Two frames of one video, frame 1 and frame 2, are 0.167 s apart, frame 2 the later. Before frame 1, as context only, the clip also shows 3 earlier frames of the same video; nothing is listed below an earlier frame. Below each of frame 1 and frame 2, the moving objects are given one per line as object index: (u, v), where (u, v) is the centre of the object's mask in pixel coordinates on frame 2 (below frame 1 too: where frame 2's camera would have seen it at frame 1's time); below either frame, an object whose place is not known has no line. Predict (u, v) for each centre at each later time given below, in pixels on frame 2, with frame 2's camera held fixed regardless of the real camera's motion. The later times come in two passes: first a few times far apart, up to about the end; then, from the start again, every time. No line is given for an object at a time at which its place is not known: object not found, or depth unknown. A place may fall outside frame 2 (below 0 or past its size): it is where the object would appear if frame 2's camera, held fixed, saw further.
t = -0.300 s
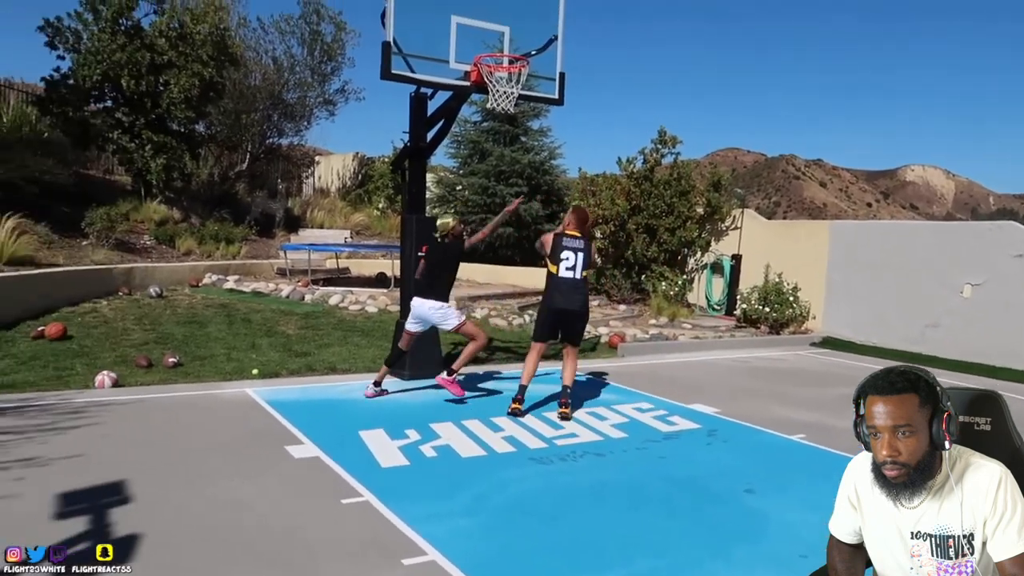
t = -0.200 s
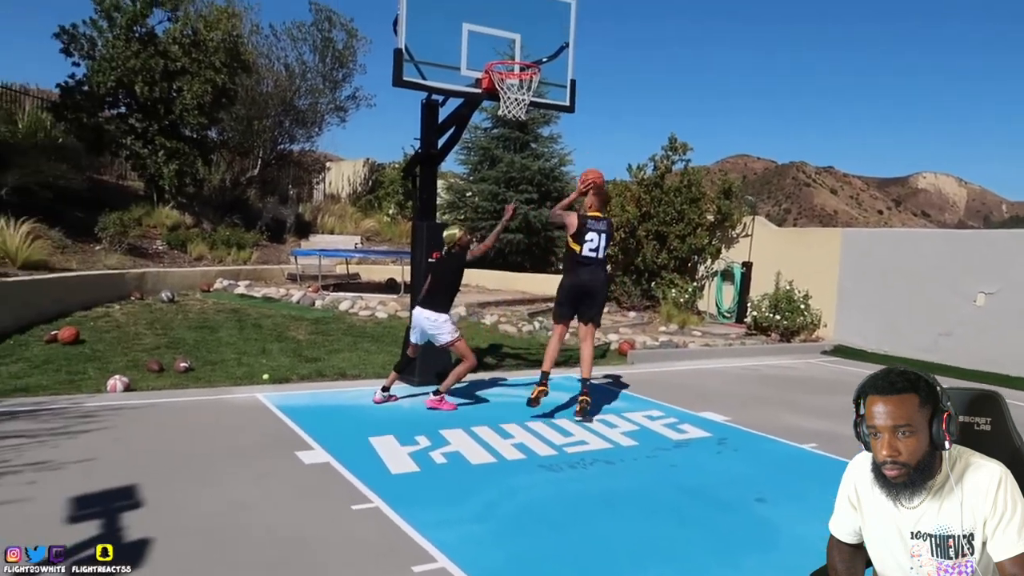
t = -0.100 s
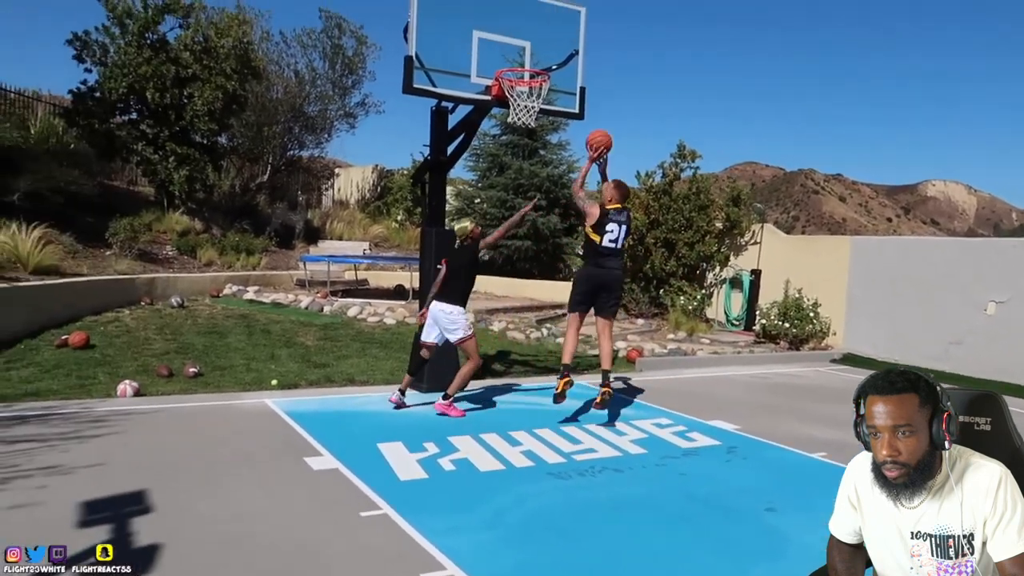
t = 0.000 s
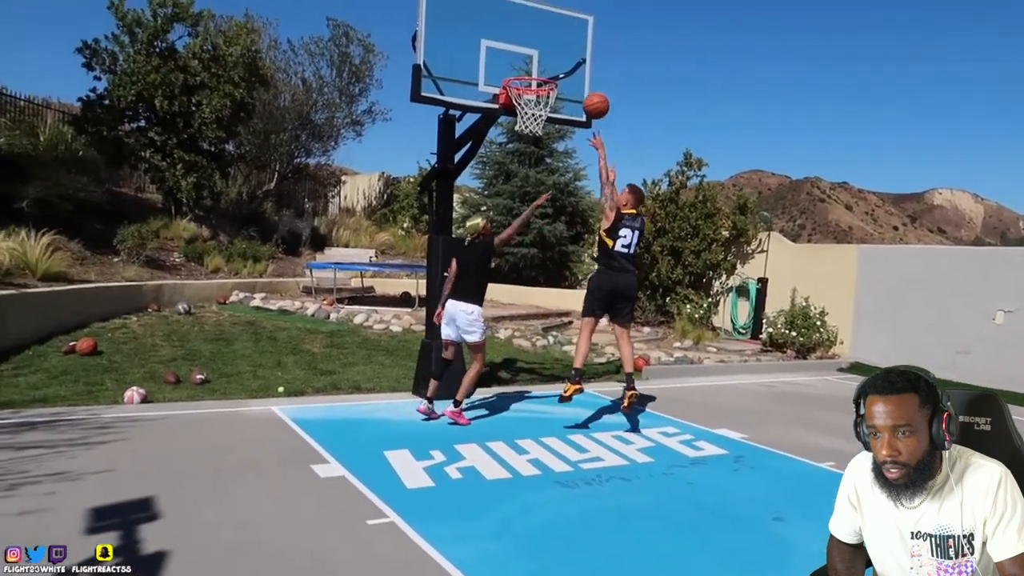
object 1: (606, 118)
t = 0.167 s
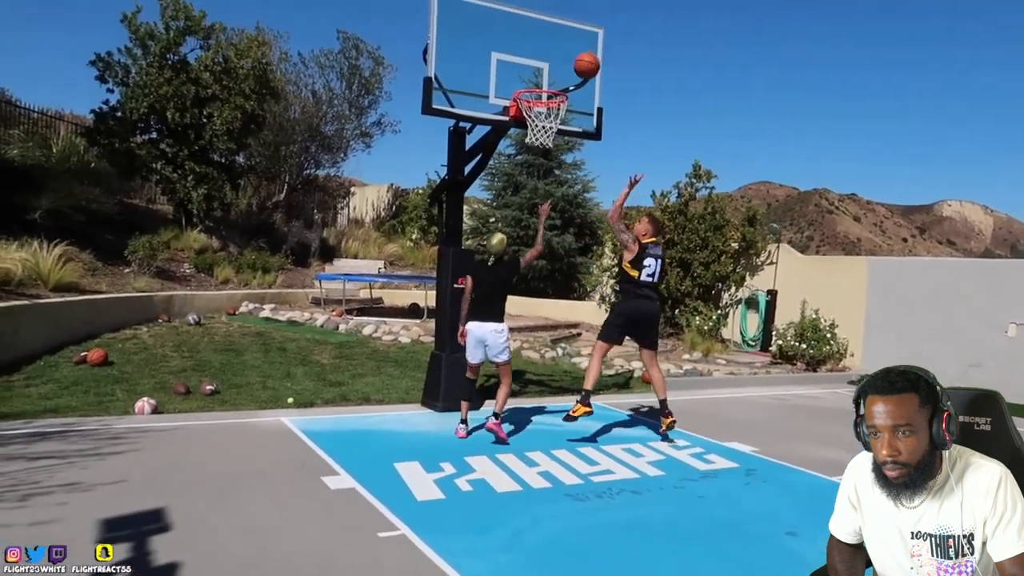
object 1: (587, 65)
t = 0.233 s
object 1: (579, 53)
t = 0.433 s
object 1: (555, 45)
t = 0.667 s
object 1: (544, 78)
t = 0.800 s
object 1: (543, 94)
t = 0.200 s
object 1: (583, 59)
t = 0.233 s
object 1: (579, 53)
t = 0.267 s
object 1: (575, 48)
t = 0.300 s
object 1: (571, 46)
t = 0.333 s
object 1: (567, 44)
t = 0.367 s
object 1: (563, 43)
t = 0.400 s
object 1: (559, 43)
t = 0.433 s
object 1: (555, 45)
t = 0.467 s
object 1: (551, 47)
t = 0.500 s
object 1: (547, 51)
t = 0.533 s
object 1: (544, 56)
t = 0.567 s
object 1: (544, 60)
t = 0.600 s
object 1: (544, 64)
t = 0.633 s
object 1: (544, 71)
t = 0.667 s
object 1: (544, 78)
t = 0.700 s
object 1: (544, 83)
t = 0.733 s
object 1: (543, 84)
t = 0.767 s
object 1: (544, 85)
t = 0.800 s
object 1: (543, 94)
